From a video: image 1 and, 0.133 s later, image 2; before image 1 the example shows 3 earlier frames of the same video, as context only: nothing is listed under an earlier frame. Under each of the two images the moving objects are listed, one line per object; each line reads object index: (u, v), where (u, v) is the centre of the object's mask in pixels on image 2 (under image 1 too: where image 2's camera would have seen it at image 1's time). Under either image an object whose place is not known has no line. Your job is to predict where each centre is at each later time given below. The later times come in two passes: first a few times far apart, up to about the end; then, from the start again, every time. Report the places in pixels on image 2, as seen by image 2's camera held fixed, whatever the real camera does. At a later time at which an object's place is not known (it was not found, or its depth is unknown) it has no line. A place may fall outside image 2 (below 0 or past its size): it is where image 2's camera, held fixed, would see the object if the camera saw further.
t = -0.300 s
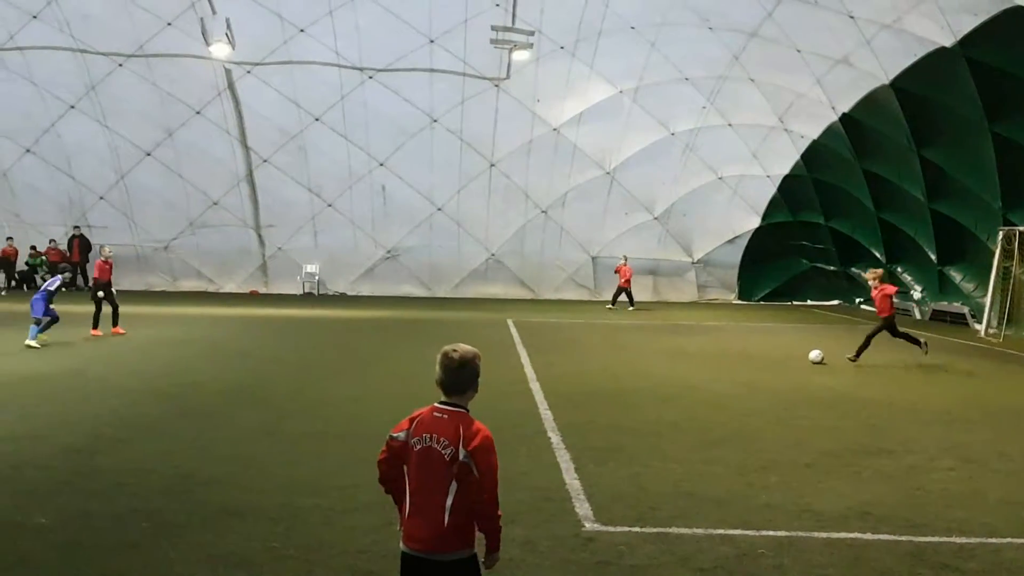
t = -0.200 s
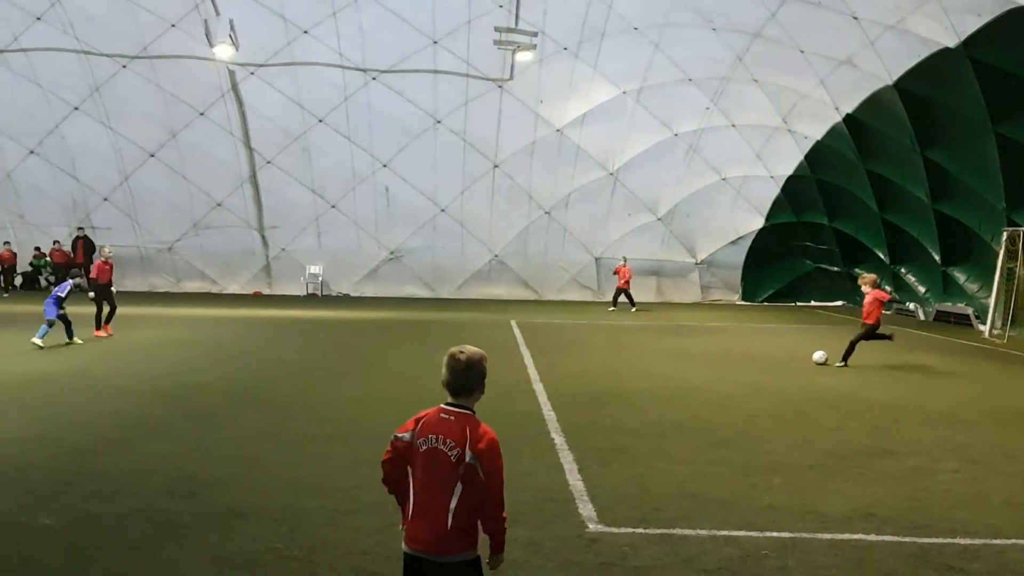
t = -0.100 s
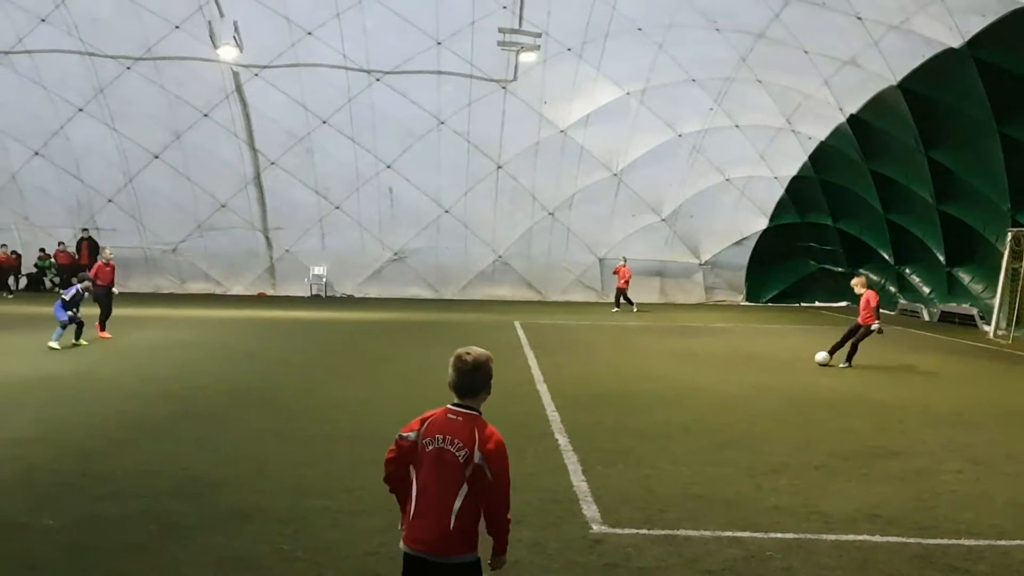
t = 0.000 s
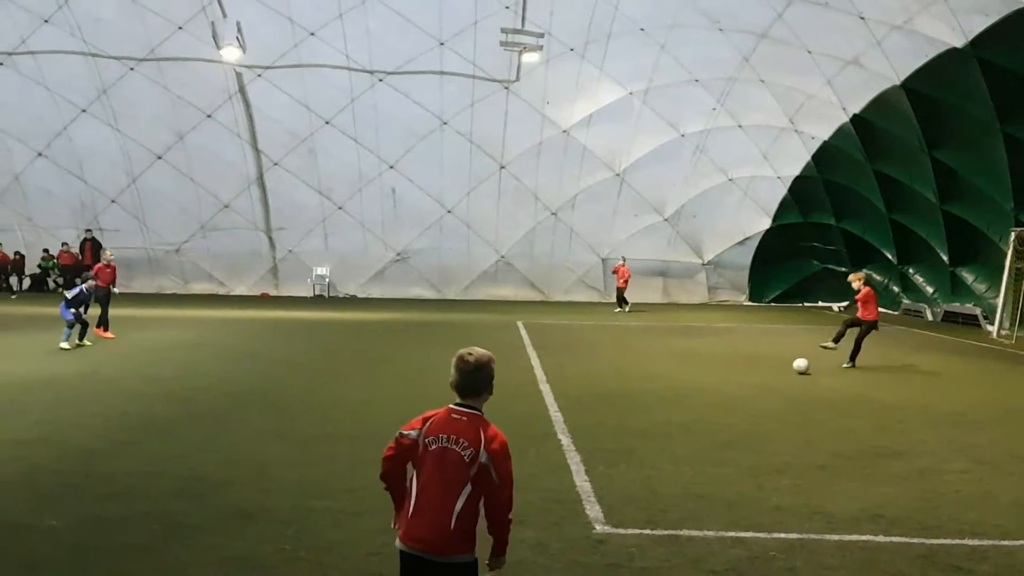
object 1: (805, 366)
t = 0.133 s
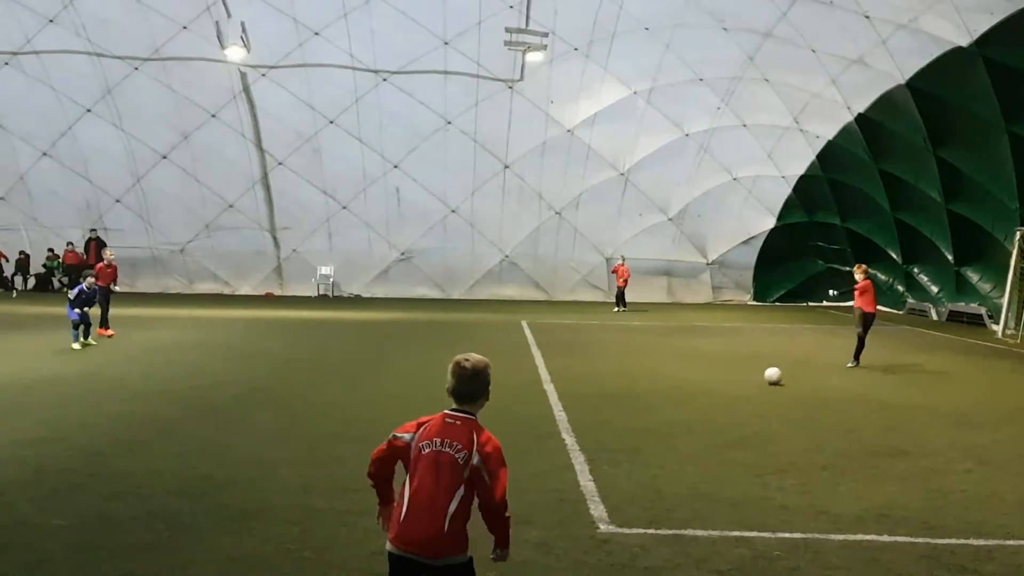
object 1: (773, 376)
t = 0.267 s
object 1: (740, 386)
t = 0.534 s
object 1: (678, 407)
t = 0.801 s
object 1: (608, 429)
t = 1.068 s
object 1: (517, 465)
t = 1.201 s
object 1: (460, 490)
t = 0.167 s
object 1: (764, 379)
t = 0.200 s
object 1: (757, 381)
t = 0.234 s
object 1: (749, 383)
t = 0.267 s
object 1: (740, 386)
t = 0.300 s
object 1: (732, 390)
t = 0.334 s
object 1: (725, 390)
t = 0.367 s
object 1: (717, 391)
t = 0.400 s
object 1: (710, 394)
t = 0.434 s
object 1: (702, 398)
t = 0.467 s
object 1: (693, 404)
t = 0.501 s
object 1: (685, 408)
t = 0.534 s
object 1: (678, 407)
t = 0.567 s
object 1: (669, 408)
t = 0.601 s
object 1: (662, 411)
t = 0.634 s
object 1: (653, 415)
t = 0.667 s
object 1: (645, 421)
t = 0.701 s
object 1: (636, 427)
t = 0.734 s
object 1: (627, 431)
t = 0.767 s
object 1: (618, 428)
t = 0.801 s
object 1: (608, 429)
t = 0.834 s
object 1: (599, 432)
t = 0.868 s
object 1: (588, 435)
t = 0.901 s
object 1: (577, 442)
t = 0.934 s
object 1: (567, 448)
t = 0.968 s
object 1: (554, 456)
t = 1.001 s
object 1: (543, 464)
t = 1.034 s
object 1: (531, 463)
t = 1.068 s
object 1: (517, 465)
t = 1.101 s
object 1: (504, 468)
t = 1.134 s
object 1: (490, 472)
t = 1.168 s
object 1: (475, 481)
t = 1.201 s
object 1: (460, 490)
